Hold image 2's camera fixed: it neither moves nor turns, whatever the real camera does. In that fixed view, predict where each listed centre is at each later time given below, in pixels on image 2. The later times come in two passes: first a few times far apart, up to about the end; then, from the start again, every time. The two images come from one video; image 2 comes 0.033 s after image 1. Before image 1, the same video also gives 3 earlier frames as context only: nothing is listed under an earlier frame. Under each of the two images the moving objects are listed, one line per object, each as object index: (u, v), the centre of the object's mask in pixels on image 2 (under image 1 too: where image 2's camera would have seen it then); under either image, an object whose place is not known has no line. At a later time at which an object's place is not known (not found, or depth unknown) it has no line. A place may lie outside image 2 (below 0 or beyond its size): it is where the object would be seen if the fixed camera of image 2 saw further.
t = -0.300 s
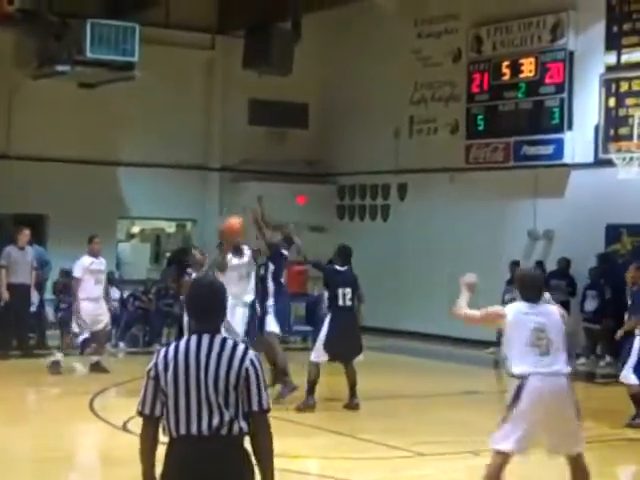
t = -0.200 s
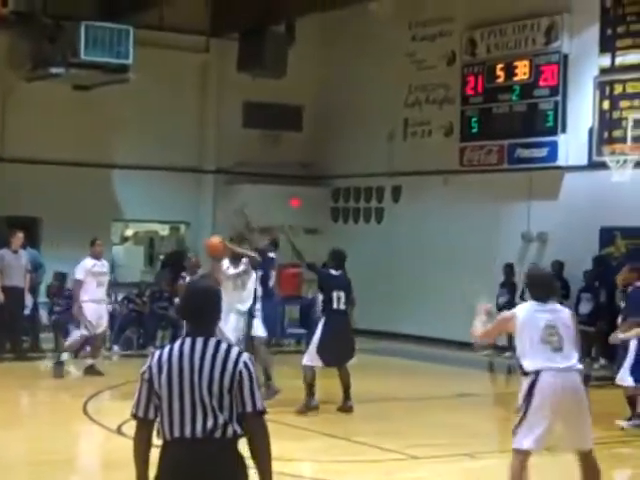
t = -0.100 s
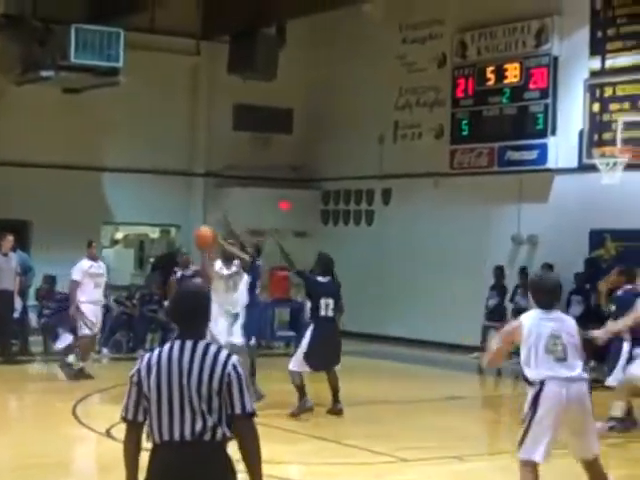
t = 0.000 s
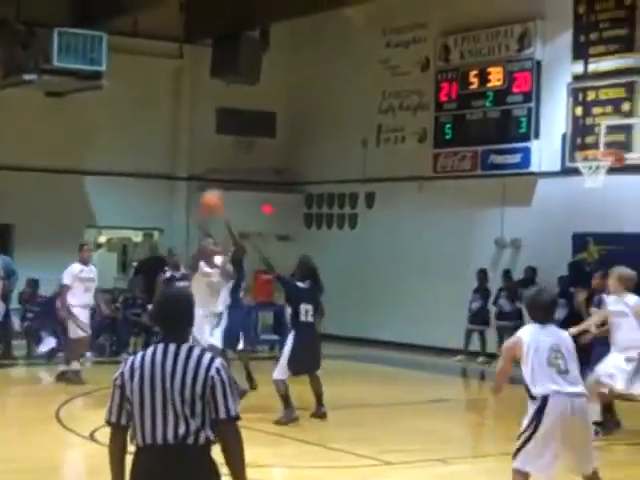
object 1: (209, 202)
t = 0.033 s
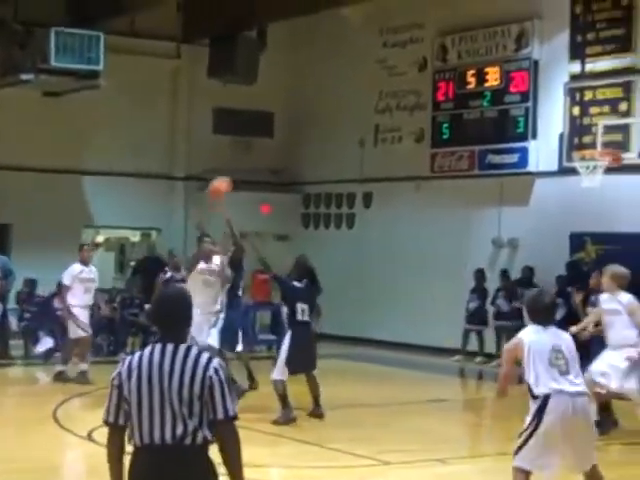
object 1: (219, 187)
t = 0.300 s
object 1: (317, 115)
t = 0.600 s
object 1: (459, 107)
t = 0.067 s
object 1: (230, 177)
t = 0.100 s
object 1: (242, 166)
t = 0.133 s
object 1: (253, 156)
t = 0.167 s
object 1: (264, 147)
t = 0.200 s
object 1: (277, 139)
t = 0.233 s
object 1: (290, 130)
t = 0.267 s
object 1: (303, 122)
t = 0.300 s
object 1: (317, 115)
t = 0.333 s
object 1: (329, 110)
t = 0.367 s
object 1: (344, 105)
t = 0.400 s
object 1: (358, 103)
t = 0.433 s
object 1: (374, 101)
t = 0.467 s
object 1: (390, 98)
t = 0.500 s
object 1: (407, 98)
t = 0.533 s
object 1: (424, 101)
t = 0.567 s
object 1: (441, 103)
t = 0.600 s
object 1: (459, 107)
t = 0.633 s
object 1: (480, 112)
